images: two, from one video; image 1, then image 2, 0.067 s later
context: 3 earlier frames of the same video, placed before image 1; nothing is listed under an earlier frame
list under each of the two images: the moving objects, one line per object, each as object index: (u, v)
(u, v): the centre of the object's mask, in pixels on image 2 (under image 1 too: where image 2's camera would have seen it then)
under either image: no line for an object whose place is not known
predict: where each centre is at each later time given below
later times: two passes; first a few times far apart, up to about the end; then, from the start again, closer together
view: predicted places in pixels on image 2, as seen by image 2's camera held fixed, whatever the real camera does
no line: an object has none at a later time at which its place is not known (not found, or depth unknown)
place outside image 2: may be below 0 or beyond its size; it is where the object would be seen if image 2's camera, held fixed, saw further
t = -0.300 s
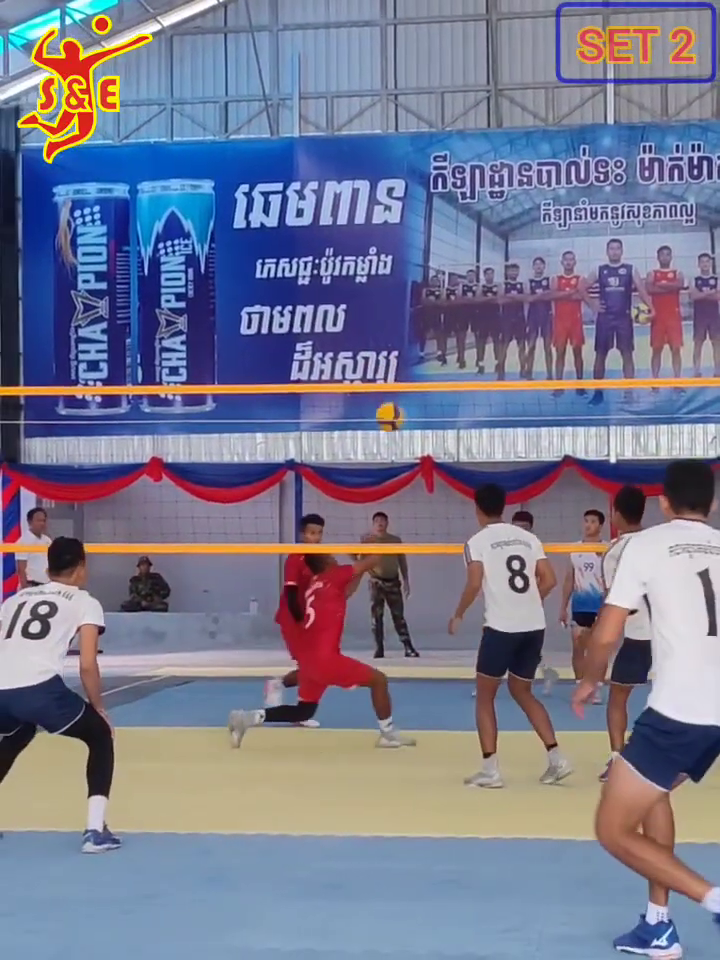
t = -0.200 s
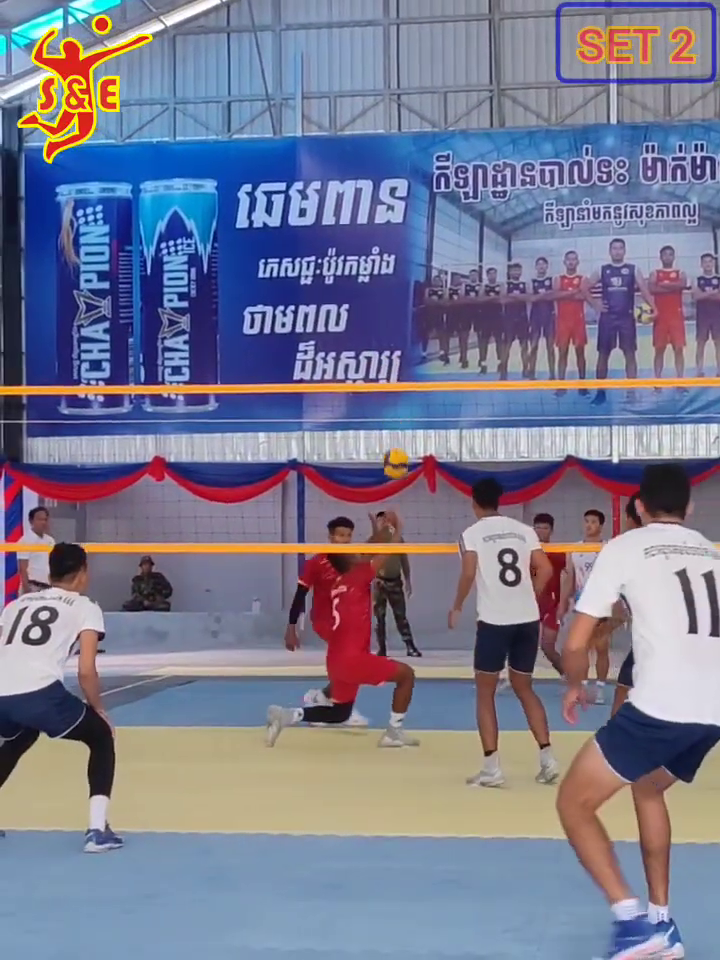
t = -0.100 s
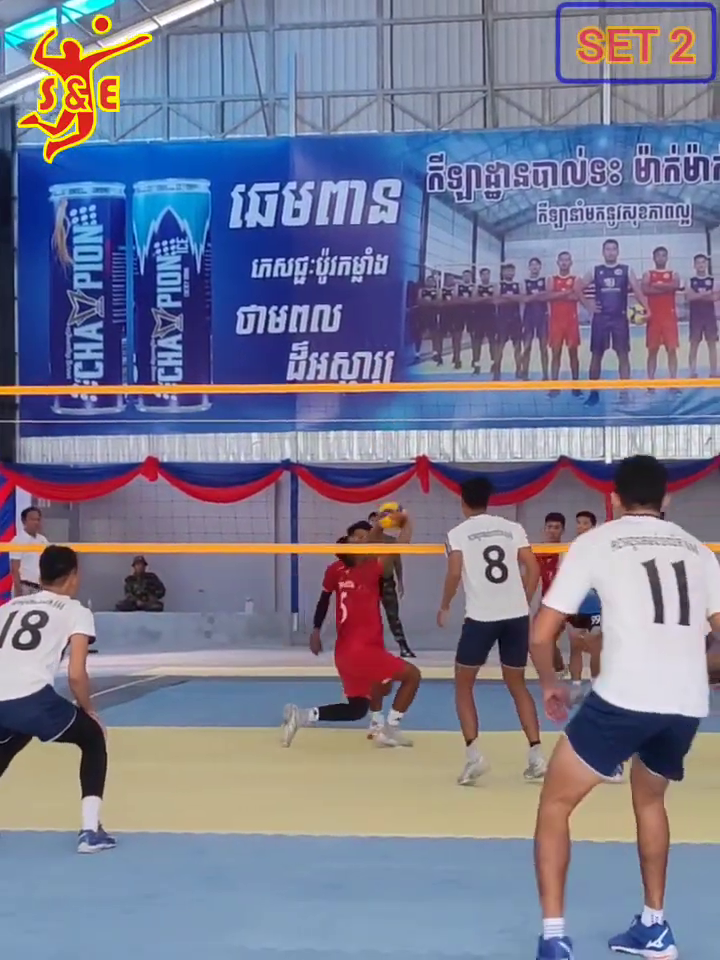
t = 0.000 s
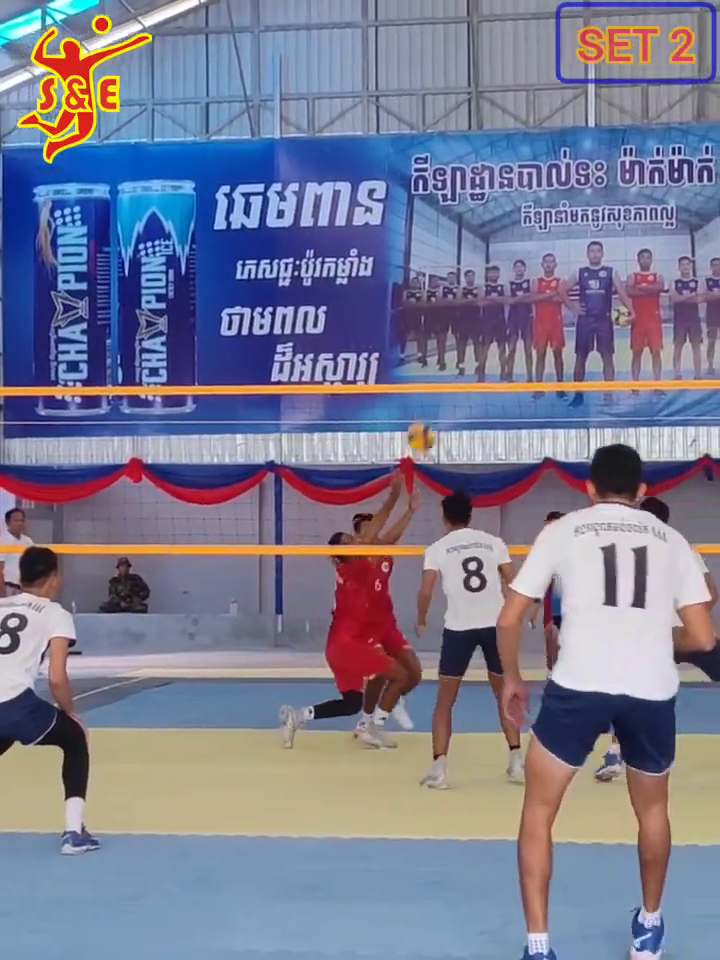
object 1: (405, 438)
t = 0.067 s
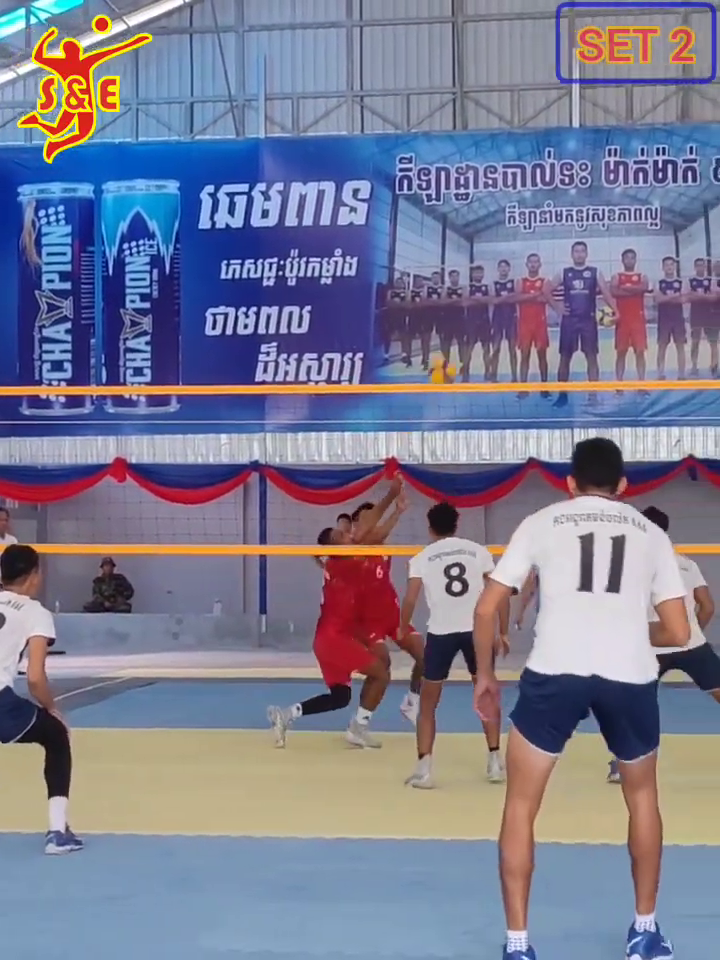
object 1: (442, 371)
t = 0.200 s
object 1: (514, 264)
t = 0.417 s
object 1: (634, 138)
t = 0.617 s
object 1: (743, 81)
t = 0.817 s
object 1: (857, 83)
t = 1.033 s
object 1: (982, 154)
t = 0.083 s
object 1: (451, 358)
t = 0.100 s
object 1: (460, 344)
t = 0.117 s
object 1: (469, 328)
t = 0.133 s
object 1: (478, 315)
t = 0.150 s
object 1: (487, 302)
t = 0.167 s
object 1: (497, 289)
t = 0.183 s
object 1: (505, 277)
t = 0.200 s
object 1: (514, 264)
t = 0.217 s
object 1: (524, 251)
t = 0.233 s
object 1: (534, 240)
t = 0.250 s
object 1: (542, 227)
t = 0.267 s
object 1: (551, 217)
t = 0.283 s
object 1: (560, 207)
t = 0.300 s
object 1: (570, 198)
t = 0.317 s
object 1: (579, 188)
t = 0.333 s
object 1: (588, 179)
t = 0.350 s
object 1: (598, 170)
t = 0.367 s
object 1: (606, 161)
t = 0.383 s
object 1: (615, 153)
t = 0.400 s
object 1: (624, 145)
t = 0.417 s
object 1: (634, 138)
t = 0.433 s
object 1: (643, 130)
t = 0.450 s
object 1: (652, 124)
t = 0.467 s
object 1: (661, 118)
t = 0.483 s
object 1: (670, 112)
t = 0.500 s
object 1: (679, 107)
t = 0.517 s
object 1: (687, 102)
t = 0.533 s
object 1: (698, 97)
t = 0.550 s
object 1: (706, 93)
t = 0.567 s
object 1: (715, 90)
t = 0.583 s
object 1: (725, 86)
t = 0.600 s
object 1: (734, 83)
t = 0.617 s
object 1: (743, 81)
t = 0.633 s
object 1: (753, 79)
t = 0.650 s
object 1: (761, 77)
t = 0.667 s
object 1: (771, 75)
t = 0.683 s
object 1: (781, 75)
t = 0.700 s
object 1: (790, 75)
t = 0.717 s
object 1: (800, 75)
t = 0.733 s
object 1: (810, 75)
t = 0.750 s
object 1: (819, 76)
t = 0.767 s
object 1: (830, 77)
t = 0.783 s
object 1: (838, 78)
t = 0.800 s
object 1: (849, 81)
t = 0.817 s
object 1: (857, 83)
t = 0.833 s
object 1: (867, 86)
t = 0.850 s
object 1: (876, 90)
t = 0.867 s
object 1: (886, 94)
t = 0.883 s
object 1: (895, 98)
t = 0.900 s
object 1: (905, 103)
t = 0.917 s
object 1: (916, 108)
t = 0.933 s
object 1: (925, 113)
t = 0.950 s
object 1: (934, 119)
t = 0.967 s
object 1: (944, 124)
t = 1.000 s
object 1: (963, 139)
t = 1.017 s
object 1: (972, 146)
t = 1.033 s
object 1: (982, 154)
